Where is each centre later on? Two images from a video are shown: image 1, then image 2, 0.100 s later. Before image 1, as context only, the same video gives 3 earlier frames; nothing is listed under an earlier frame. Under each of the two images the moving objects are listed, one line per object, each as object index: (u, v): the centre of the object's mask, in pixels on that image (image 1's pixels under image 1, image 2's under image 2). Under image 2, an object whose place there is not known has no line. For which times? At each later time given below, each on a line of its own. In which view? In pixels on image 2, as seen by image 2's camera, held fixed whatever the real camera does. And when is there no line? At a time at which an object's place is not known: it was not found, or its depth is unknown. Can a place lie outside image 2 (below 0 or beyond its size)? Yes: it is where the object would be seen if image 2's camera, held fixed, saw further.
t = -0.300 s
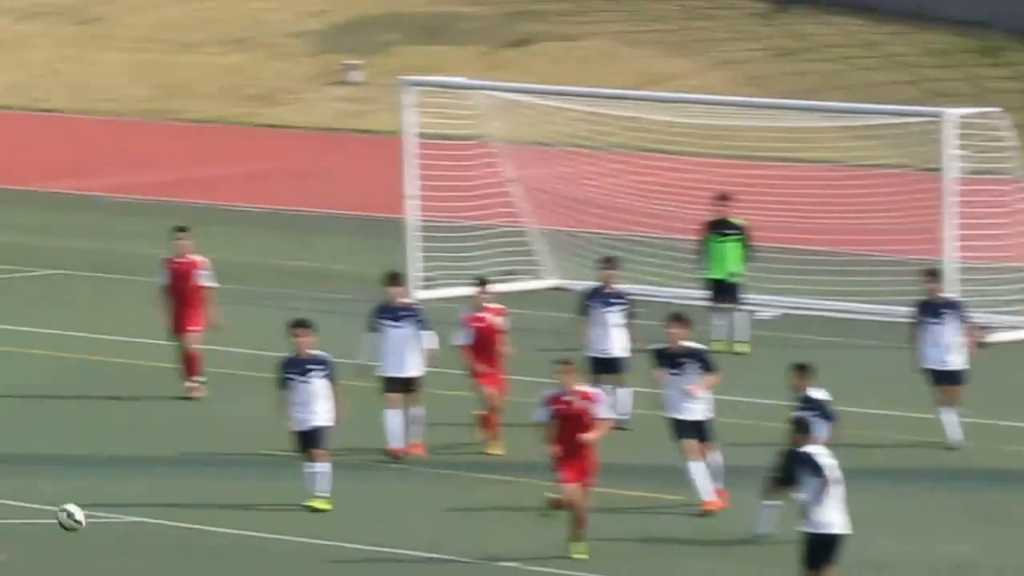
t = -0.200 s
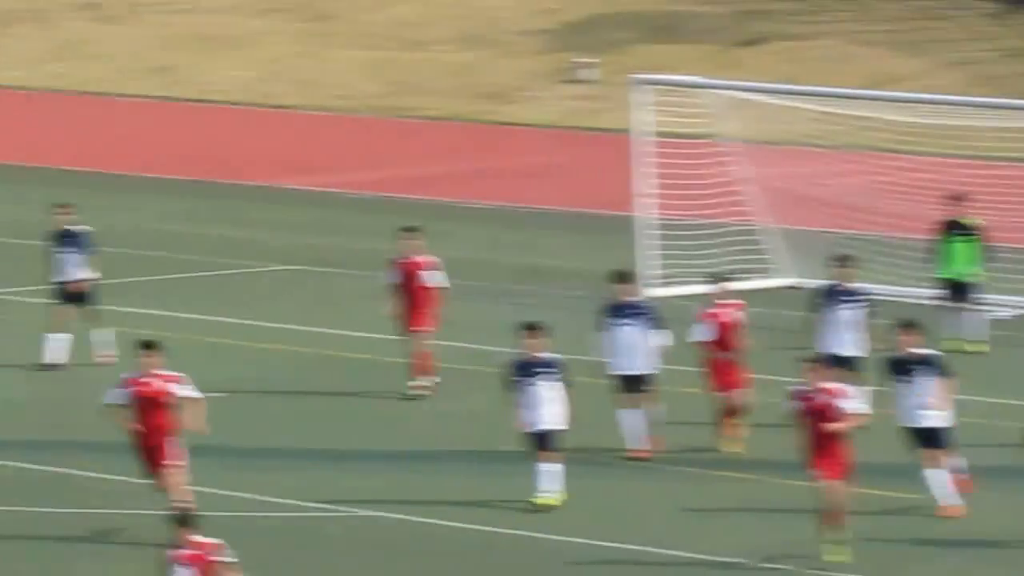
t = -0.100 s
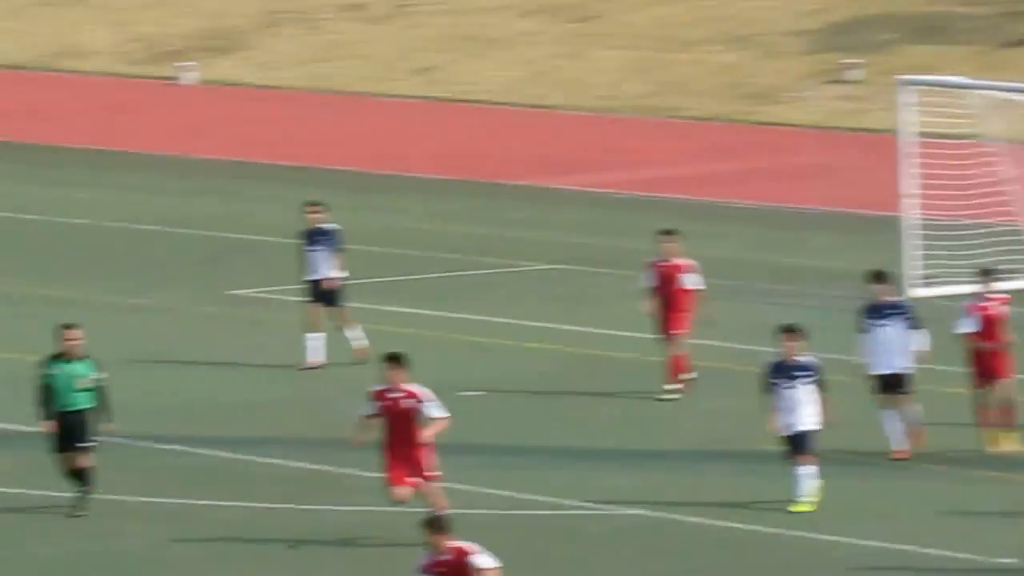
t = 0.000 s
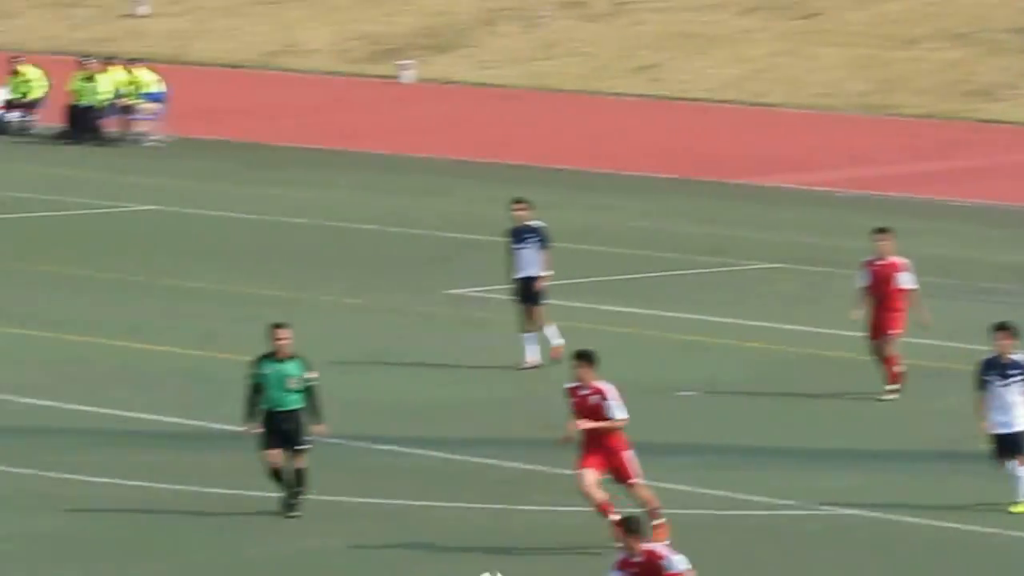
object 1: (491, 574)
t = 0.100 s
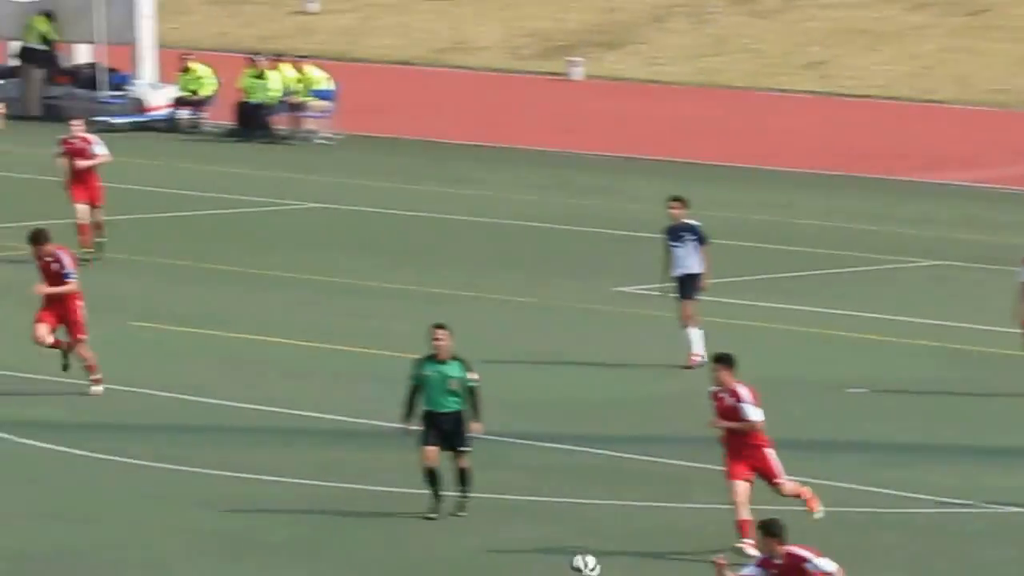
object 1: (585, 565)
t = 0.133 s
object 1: (568, 563)
